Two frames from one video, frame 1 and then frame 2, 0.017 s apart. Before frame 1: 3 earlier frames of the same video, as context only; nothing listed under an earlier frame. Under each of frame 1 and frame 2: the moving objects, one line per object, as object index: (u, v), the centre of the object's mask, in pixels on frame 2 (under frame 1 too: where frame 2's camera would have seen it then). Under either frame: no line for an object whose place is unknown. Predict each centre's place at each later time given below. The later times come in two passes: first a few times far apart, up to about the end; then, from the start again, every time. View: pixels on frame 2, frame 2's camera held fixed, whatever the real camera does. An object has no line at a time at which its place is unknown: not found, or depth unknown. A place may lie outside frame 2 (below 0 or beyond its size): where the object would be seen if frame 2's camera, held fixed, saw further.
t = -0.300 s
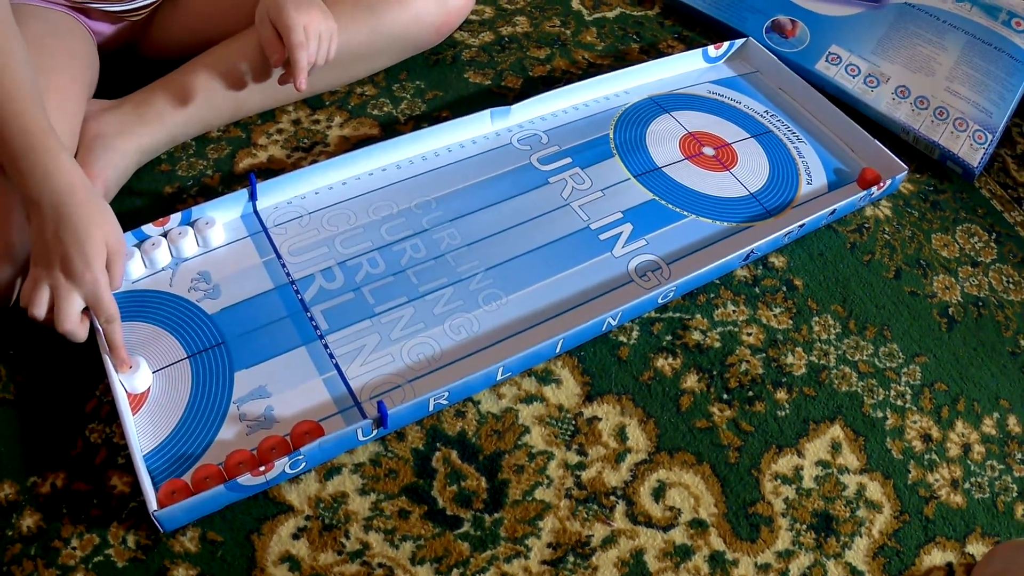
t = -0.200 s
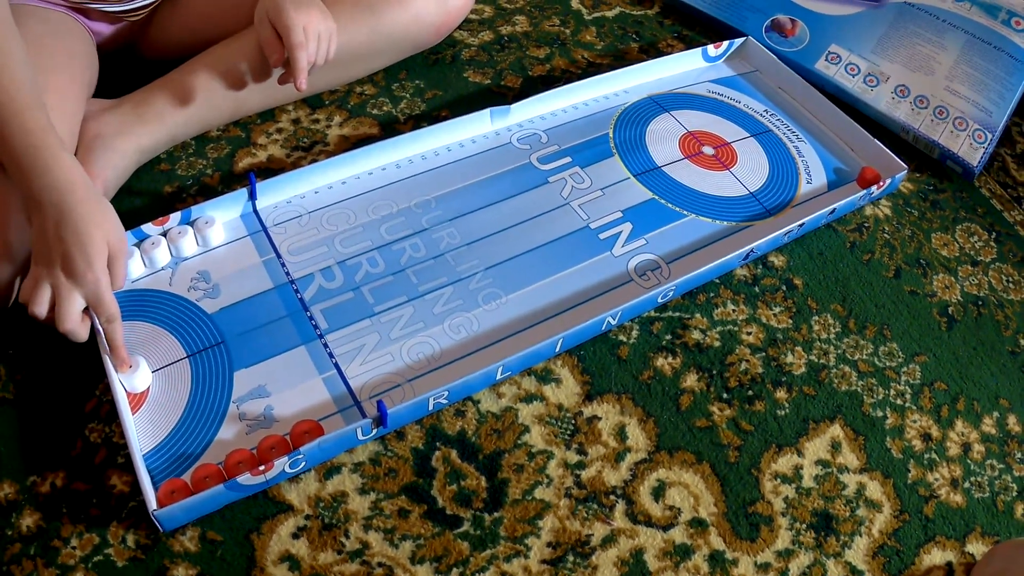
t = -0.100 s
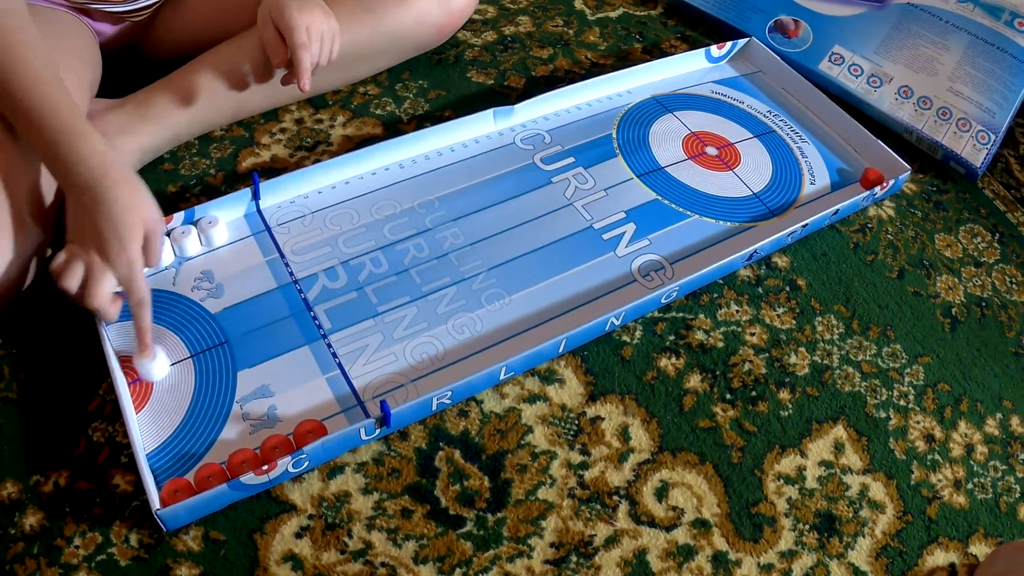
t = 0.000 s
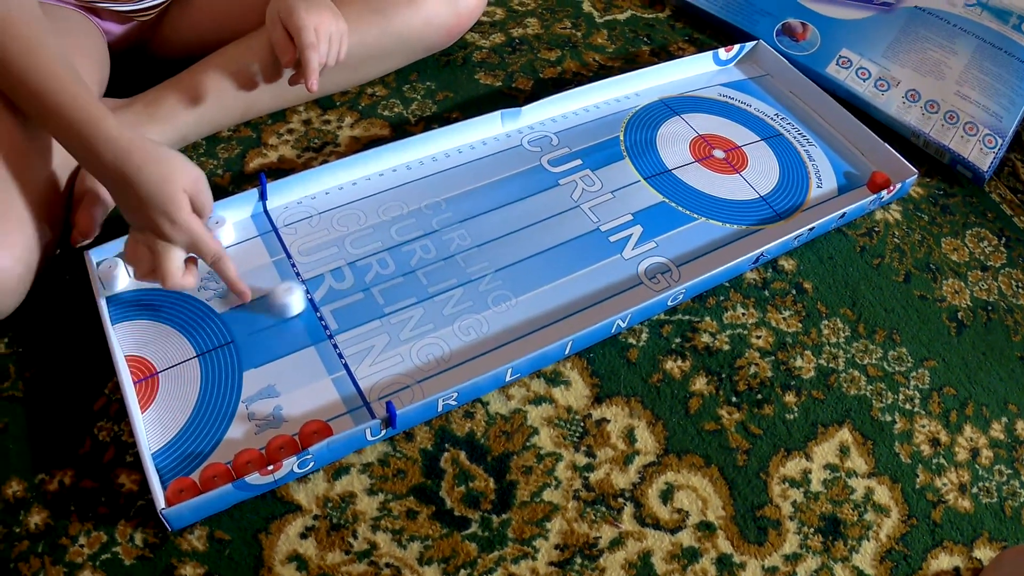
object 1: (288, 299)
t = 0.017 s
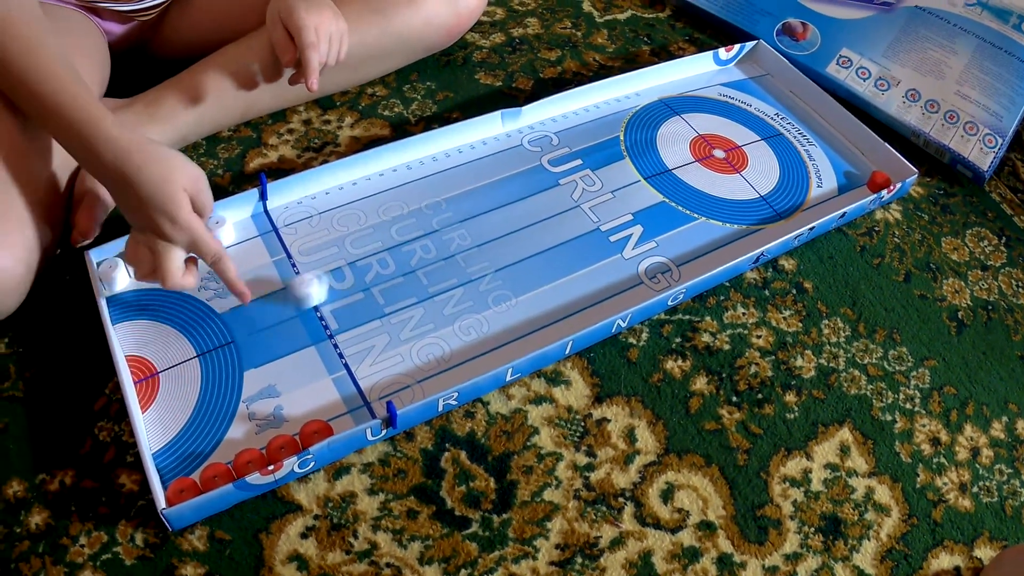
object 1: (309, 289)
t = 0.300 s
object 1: (567, 182)
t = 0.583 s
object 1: (709, 128)
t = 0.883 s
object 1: (806, 104)
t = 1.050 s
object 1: (792, 109)
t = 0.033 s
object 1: (327, 281)
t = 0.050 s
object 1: (349, 271)
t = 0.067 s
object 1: (367, 263)
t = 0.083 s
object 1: (384, 255)
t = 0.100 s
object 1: (403, 247)
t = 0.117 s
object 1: (419, 241)
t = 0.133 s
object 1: (433, 234)
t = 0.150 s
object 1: (450, 227)
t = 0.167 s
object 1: (462, 222)
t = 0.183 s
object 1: (477, 217)
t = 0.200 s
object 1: (493, 210)
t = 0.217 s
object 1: (504, 206)
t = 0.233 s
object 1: (517, 201)
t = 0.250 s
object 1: (530, 195)
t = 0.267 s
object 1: (541, 191)
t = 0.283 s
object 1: (553, 186)
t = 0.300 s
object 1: (567, 182)
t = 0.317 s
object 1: (575, 177)
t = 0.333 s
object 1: (587, 173)
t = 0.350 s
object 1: (598, 167)
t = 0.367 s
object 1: (606, 164)
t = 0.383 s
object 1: (616, 160)
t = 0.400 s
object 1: (625, 156)
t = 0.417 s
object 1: (633, 153)
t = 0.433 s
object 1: (642, 149)
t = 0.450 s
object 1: (651, 147)
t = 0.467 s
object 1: (658, 144)
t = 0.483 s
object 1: (666, 142)
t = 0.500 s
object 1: (672, 139)
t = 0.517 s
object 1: (679, 137)
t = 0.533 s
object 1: (688, 135)
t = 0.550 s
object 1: (696, 133)
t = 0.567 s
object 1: (701, 130)
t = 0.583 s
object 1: (709, 128)
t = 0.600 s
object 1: (717, 127)
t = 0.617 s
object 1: (722, 125)
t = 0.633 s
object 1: (730, 122)
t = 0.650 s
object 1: (734, 122)
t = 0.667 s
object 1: (740, 120)
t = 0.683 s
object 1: (745, 119)
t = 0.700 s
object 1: (751, 117)
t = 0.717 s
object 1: (756, 115)
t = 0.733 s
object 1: (763, 114)
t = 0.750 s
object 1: (768, 113)
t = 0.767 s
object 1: (773, 112)
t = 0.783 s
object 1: (778, 111)
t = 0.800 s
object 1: (784, 110)
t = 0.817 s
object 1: (788, 109)
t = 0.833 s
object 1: (793, 107)
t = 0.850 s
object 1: (797, 106)
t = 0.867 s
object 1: (801, 105)
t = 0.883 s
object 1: (806, 104)
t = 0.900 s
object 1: (806, 104)
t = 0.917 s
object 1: (802, 104)
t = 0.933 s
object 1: (800, 105)
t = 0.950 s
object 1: (798, 106)
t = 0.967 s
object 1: (796, 107)
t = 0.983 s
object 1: (795, 107)
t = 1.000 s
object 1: (794, 108)
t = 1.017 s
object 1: (793, 108)
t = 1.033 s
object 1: (792, 109)
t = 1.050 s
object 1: (792, 109)
